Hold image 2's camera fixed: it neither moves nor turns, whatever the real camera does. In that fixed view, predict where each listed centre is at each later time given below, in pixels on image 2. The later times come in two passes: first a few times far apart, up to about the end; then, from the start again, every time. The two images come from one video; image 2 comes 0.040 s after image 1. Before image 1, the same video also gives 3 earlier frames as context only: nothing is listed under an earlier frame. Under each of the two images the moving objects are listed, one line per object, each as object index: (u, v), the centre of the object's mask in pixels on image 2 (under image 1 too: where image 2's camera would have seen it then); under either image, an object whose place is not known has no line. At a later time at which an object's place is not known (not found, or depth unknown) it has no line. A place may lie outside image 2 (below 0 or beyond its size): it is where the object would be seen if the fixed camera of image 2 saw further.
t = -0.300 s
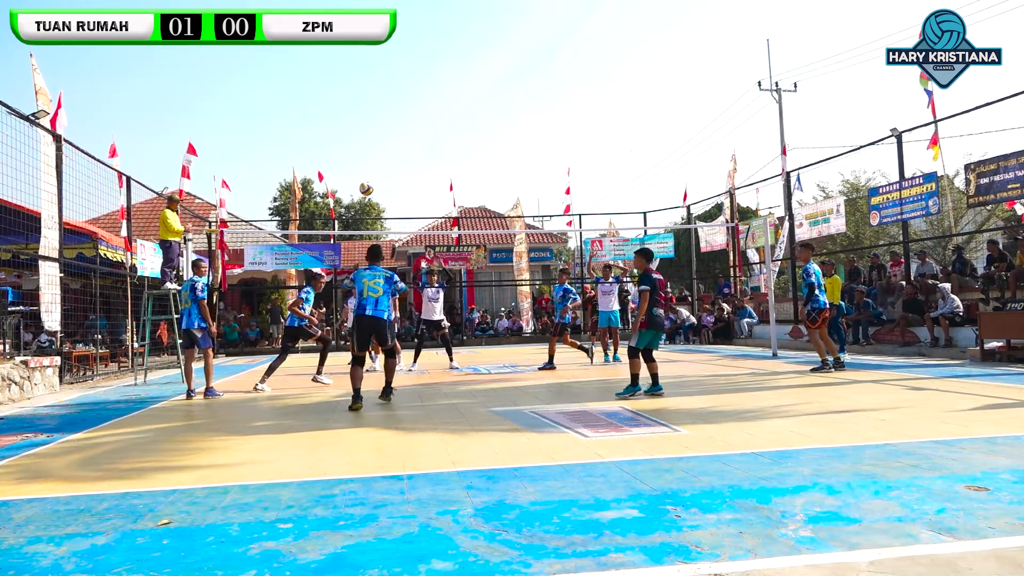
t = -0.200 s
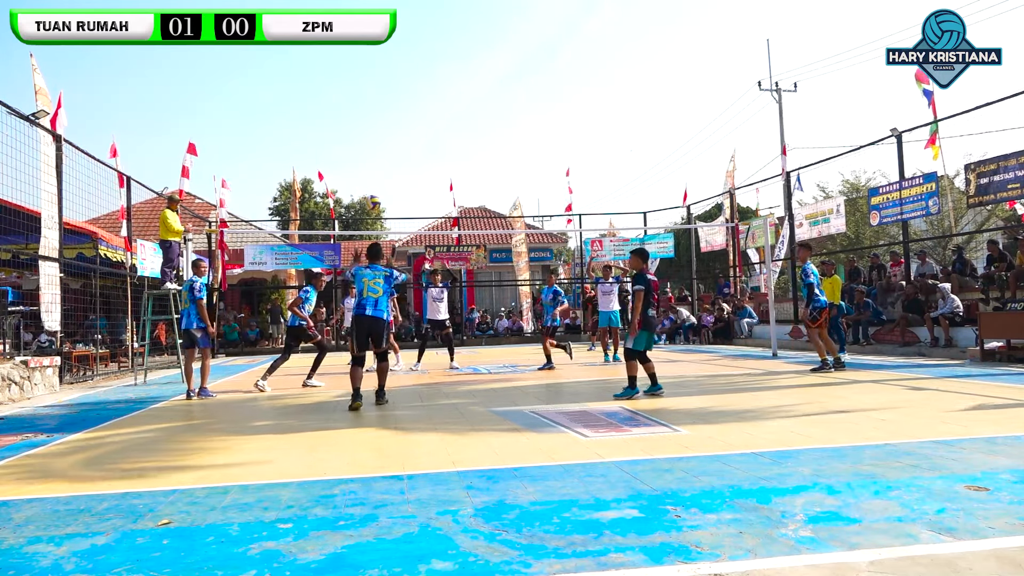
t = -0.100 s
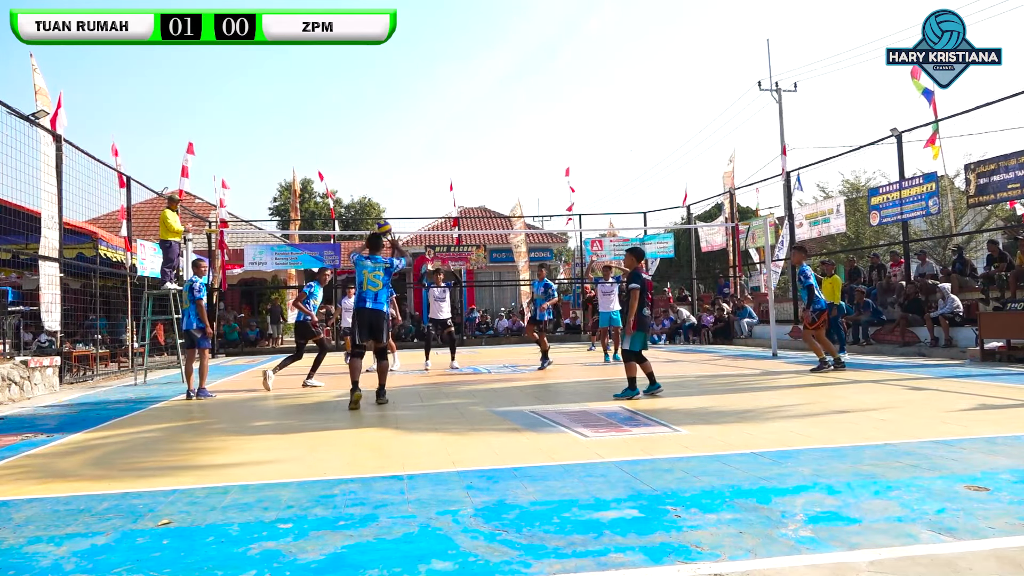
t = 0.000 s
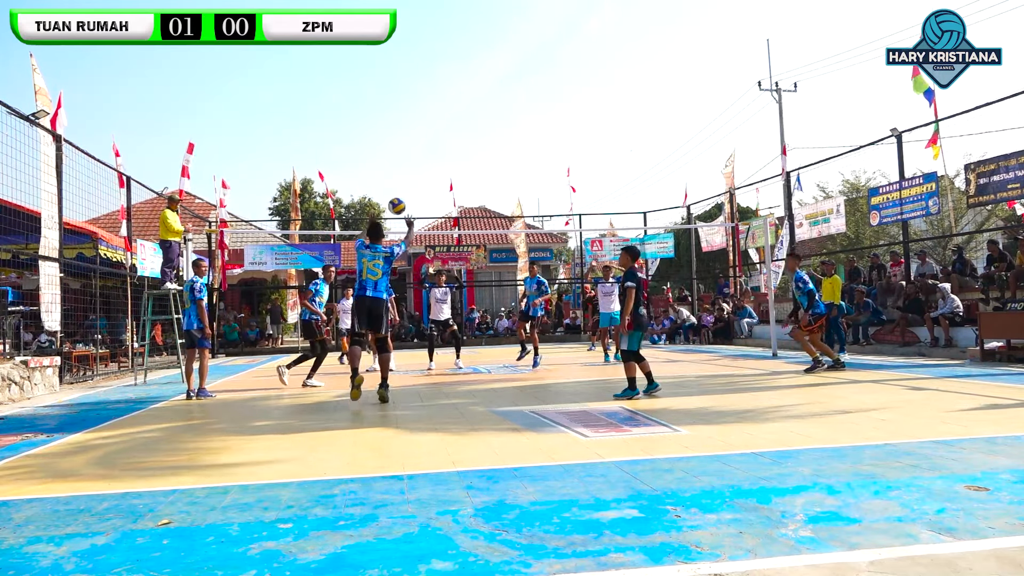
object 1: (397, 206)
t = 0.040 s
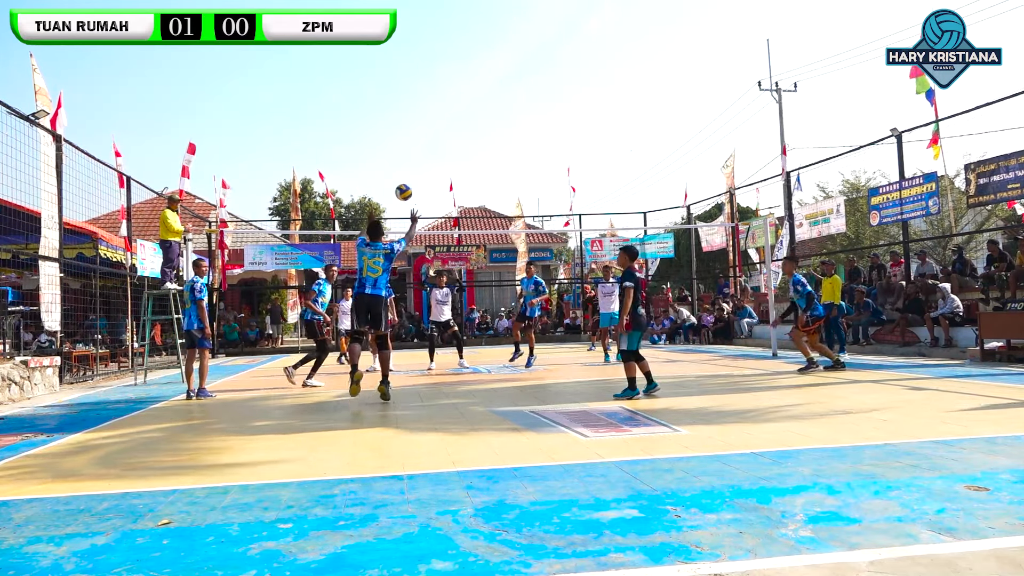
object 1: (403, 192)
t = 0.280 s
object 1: (440, 143)
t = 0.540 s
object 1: (475, 143)
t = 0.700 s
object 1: (494, 163)
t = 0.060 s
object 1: (407, 186)
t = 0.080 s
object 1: (410, 180)
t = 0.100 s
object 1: (413, 175)
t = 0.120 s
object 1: (416, 170)
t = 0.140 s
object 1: (419, 165)
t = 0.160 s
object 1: (422, 161)
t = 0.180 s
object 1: (425, 157)
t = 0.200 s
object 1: (428, 154)
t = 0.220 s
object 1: (431, 150)
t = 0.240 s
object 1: (435, 148)
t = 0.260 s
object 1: (438, 145)
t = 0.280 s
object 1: (440, 143)
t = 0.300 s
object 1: (443, 141)
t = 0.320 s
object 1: (446, 140)
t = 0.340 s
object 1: (449, 138)
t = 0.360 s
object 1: (452, 138)
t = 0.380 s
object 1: (454, 137)
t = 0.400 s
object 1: (457, 137)
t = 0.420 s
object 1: (460, 137)
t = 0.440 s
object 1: (462, 137)
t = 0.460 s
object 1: (465, 138)
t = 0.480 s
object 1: (467, 139)
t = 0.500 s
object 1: (470, 140)
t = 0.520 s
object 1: (473, 141)
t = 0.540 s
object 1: (475, 143)
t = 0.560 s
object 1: (478, 144)
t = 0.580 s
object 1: (480, 146)
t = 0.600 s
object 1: (483, 149)
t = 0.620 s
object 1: (485, 151)
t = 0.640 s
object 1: (488, 154)
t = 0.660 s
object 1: (490, 157)
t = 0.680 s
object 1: (492, 160)
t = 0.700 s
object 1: (494, 163)
